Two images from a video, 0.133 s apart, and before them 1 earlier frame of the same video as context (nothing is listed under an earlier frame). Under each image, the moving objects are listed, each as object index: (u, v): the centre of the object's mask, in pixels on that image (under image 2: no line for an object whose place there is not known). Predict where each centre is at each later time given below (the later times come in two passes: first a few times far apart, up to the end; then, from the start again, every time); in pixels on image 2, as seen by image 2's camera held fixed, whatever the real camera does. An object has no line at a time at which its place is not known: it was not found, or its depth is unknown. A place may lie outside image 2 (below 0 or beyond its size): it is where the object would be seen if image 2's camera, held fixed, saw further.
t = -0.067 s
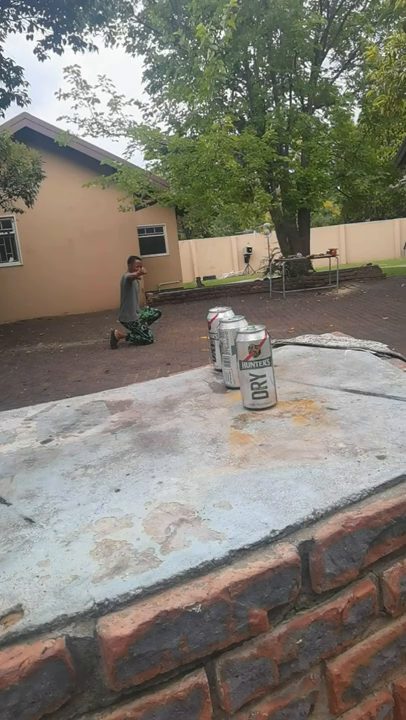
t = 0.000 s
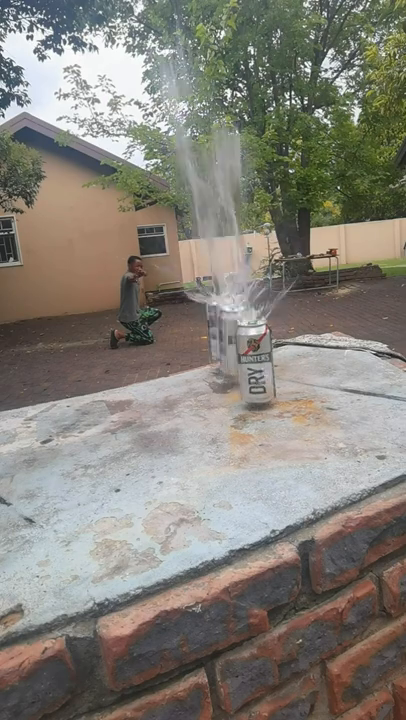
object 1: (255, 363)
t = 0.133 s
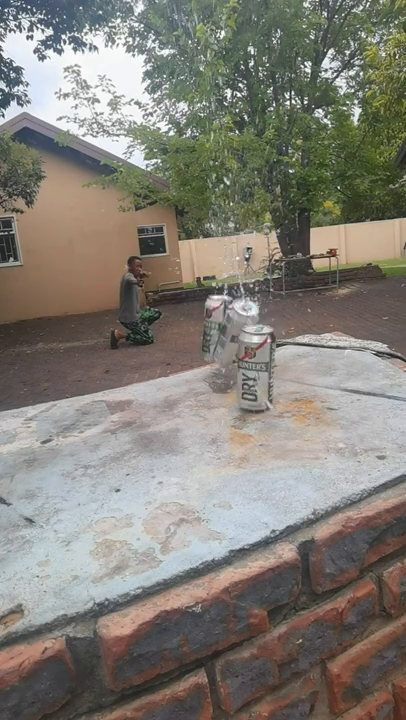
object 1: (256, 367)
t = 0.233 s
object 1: (246, 369)
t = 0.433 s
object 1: (237, 366)
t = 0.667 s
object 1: (220, 374)
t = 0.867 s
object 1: (204, 381)
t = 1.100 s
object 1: (177, 418)
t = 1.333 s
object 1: (182, 423)
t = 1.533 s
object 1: (185, 430)
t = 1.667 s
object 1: (190, 437)
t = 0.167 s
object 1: (253, 368)
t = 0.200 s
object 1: (250, 365)
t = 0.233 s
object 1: (246, 369)
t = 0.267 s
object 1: (244, 369)
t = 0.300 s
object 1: (242, 369)
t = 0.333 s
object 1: (240, 369)
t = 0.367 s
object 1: (239, 369)
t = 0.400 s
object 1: (238, 367)
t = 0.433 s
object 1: (237, 366)
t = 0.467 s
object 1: (236, 368)
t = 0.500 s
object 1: (234, 370)
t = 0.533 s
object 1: (232, 371)
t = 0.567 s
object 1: (230, 371)
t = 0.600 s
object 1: (228, 372)
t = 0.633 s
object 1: (224, 373)
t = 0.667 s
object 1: (220, 374)
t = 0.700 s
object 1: (218, 374)
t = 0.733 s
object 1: (216, 374)
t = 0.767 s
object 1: (215, 375)
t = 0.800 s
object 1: (212, 376)
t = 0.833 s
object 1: (208, 379)
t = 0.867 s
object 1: (204, 381)
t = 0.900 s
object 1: (199, 385)
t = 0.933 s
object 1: (194, 391)
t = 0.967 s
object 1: (187, 400)
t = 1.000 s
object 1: (181, 414)
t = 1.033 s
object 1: (179, 416)
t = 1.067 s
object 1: (178, 417)
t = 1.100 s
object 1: (177, 418)
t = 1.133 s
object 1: (178, 419)
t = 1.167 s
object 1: (179, 419)
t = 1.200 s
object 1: (180, 419)
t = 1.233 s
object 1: (180, 420)
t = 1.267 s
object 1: (181, 421)
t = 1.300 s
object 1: (181, 422)
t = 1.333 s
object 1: (182, 423)
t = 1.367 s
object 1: (182, 424)
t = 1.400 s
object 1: (183, 425)
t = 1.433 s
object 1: (183, 426)
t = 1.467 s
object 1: (184, 427)
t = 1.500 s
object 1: (185, 428)
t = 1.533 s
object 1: (185, 430)
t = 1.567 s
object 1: (187, 431)
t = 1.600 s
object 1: (188, 434)
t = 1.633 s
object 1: (189, 435)
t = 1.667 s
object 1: (190, 437)
